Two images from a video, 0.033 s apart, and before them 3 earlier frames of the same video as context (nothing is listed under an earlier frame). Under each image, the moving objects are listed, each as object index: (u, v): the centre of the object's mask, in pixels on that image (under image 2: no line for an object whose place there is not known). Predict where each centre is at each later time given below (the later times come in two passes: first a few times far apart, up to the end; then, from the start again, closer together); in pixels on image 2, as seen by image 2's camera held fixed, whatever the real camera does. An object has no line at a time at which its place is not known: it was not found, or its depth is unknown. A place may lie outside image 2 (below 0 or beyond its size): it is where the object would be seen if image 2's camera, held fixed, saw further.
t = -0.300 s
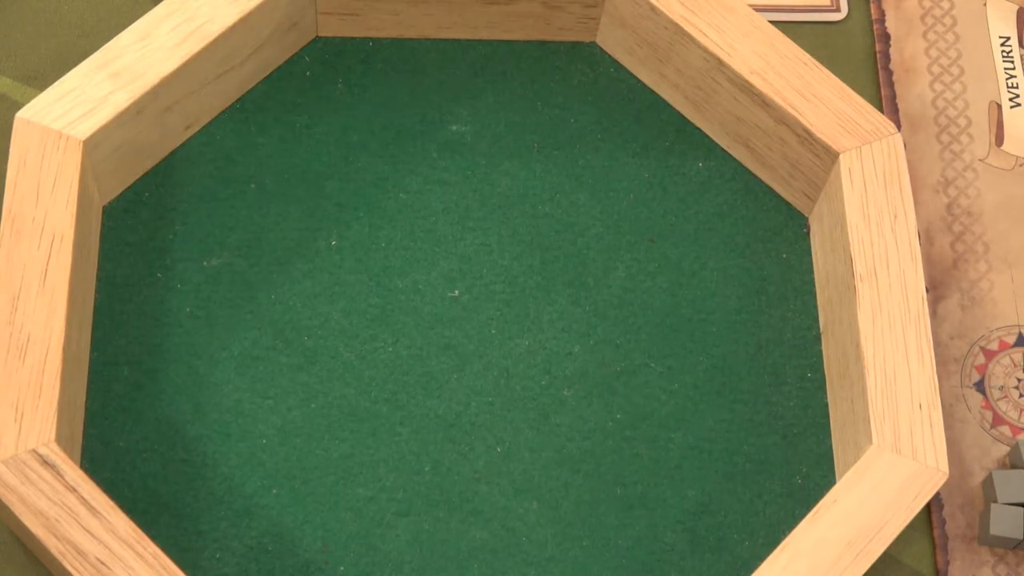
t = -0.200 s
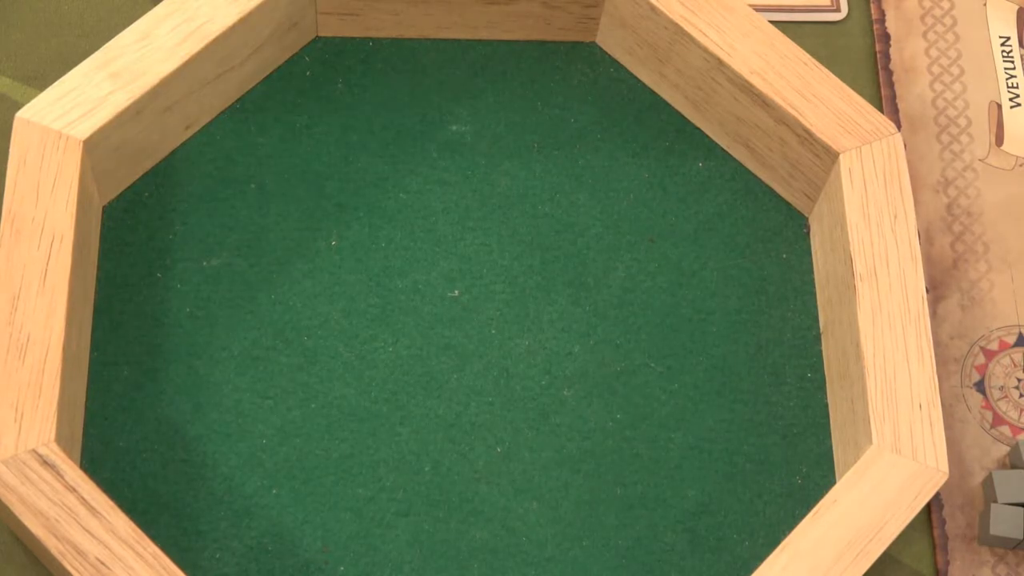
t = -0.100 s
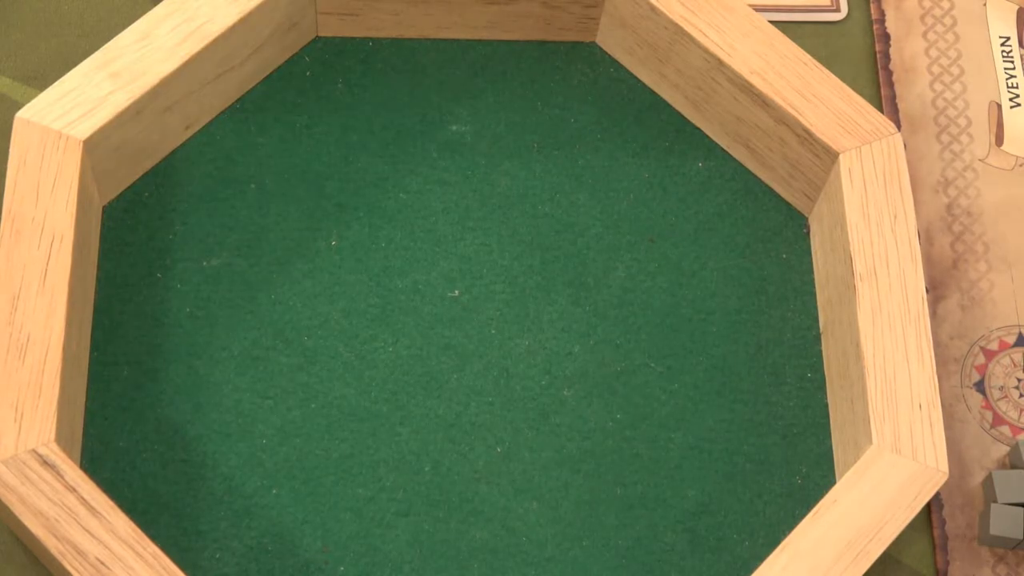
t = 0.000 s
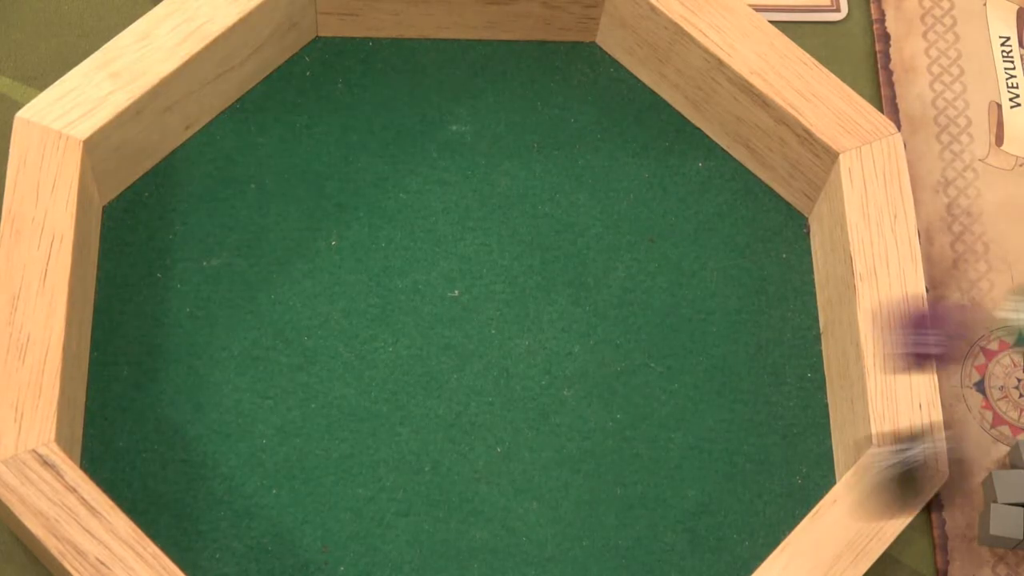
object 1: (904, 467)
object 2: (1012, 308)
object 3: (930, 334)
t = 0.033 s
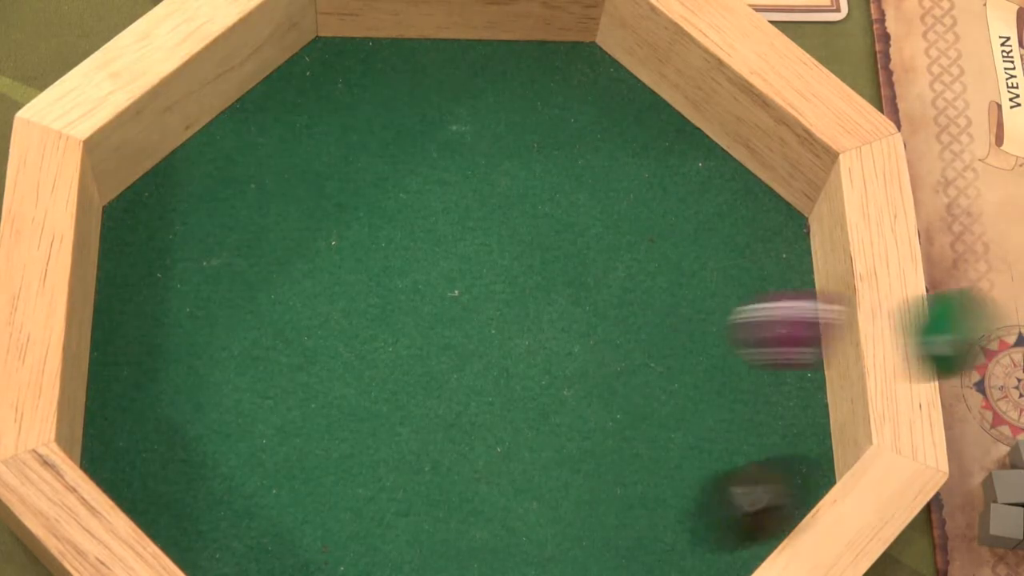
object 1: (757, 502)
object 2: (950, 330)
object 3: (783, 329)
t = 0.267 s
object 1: (209, 423)
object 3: (210, 231)
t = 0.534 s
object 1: (223, 429)
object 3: (413, 109)
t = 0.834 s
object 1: (276, 439)
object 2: (373, 559)
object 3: (443, 63)
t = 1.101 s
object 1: (286, 440)
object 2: (372, 560)
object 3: (443, 63)
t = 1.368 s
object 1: (286, 440)
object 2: (372, 560)
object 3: (443, 63)
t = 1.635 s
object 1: (286, 440)
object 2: (372, 560)
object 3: (443, 63)
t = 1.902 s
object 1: (286, 440)
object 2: (372, 560)
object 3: (443, 63)
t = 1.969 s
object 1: (286, 440)
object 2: (372, 559)
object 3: (444, 63)
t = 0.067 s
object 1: (626, 526)
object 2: (822, 361)
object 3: (661, 343)
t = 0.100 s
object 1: (535, 514)
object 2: (706, 399)
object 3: (550, 331)
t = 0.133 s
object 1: (431, 514)
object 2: (609, 444)
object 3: (459, 256)
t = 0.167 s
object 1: (332, 523)
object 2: (558, 452)
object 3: (365, 198)
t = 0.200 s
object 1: (234, 543)
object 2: (497, 474)
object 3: (269, 154)
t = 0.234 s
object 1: (204, 499)
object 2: (450, 498)
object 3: (184, 140)
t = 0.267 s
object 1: (209, 423)
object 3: (210, 231)
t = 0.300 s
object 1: (214, 360)
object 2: (376, 557)
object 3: (231, 283)
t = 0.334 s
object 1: (216, 380)
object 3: (263, 263)
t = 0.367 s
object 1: (218, 402)
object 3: (295, 243)
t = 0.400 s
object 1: (219, 414)
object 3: (332, 213)
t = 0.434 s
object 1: (221, 419)
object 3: (365, 195)
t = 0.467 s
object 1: (222, 422)
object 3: (389, 167)
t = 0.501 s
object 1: (222, 427)
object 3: (409, 137)
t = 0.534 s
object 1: (223, 429)
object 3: (413, 109)
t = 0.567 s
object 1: (228, 433)
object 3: (422, 86)
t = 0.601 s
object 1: (235, 436)
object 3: (433, 67)
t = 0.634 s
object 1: (244, 437)
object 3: (444, 53)
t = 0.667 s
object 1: (255, 436)
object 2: (366, 570)
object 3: (451, 59)
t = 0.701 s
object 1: (264, 436)
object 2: (381, 566)
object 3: (453, 62)
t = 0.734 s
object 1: (271, 438)
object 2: (376, 563)
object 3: (446, 64)
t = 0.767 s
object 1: (275, 438)
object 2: (375, 559)
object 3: (443, 63)
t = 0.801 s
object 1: (276, 438)
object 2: (371, 559)
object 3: (443, 64)
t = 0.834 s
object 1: (276, 439)
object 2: (373, 559)
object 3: (443, 63)
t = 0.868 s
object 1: (279, 439)
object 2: (372, 559)
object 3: (443, 63)
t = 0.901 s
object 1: (279, 441)
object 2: (372, 559)
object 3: (443, 64)
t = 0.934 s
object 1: (282, 440)
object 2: (372, 559)
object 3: (443, 64)
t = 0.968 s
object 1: (283, 441)
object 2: (372, 559)
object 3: (443, 64)
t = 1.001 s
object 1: (285, 441)
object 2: (372, 560)
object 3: (443, 63)
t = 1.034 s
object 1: (286, 440)
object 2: (372, 560)
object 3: (443, 64)
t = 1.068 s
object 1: (286, 440)
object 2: (372, 560)
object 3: (443, 63)
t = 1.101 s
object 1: (286, 440)
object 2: (372, 560)
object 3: (443, 63)
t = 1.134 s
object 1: (286, 440)
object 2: (372, 560)
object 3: (443, 63)
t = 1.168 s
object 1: (286, 440)
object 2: (372, 560)
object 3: (443, 63)
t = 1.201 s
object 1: (286, 440)
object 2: (372, 560)
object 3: (443, 63)
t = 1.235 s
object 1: (286, 440)
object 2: (372, 560)
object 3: (443, 63)
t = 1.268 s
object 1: (286, 440)
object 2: (372, 560)
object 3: (443, 63)
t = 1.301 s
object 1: (286, 440)
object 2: (372, 560)
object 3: (443, 63)
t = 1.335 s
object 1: (286, 440)
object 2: (372, 560)
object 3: (443, 63)
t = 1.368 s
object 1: (286, 440)
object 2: (372, 560)
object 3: (443, 63)
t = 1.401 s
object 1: (286, 440)
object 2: (372, 560)
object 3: (443, 63)
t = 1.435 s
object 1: (286, 440)
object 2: (372, 560)
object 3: (443, 63)
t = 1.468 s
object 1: (286, 440)
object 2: (372, 560)
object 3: (443, 64)
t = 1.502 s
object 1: (286, 440)
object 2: (372, 560)
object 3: (443, 63)
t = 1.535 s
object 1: (286, 440)
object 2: (372, 560)
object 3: (443, 63)
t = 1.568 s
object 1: (286, 440)
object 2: (372, 560)
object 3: (443, 63)
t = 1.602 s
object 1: (286, 440)
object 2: (372, 560)
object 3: (443, 63)
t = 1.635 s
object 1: (286, 440)
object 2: (372, 560)
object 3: (443, 63)
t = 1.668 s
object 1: (286, 440)
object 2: (372, 560)
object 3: (443, 63)
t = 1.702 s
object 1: (286, 440)
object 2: (372, 560)
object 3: (443, 64)
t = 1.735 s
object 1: (286, 440)
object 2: (372, 560)
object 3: (443, 63)
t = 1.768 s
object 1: (286, 440)
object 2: (372, 560)
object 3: (443, 63)
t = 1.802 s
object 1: (286, 440)
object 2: (372, 560)
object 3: (443, 63)
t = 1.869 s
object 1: (286, 440)
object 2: (372, 560)
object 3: (443, 63)
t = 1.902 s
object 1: (286, 440)
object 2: (372, 560)
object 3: (443, 63)
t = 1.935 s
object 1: (286, 440)
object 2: (372, 559)
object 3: (443, 63)
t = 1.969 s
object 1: (286, 440)
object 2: (372, 559)
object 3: (444, 63)
